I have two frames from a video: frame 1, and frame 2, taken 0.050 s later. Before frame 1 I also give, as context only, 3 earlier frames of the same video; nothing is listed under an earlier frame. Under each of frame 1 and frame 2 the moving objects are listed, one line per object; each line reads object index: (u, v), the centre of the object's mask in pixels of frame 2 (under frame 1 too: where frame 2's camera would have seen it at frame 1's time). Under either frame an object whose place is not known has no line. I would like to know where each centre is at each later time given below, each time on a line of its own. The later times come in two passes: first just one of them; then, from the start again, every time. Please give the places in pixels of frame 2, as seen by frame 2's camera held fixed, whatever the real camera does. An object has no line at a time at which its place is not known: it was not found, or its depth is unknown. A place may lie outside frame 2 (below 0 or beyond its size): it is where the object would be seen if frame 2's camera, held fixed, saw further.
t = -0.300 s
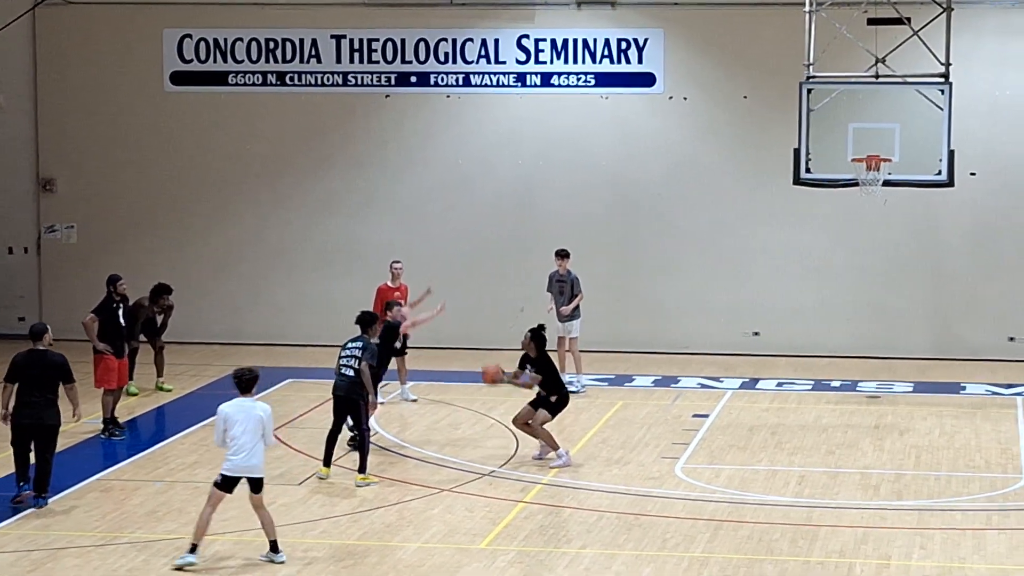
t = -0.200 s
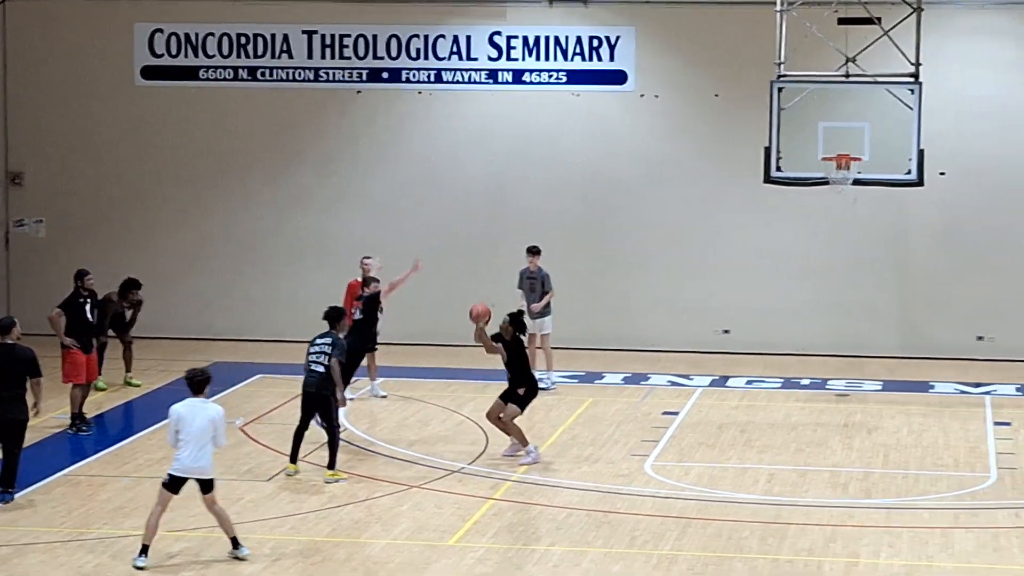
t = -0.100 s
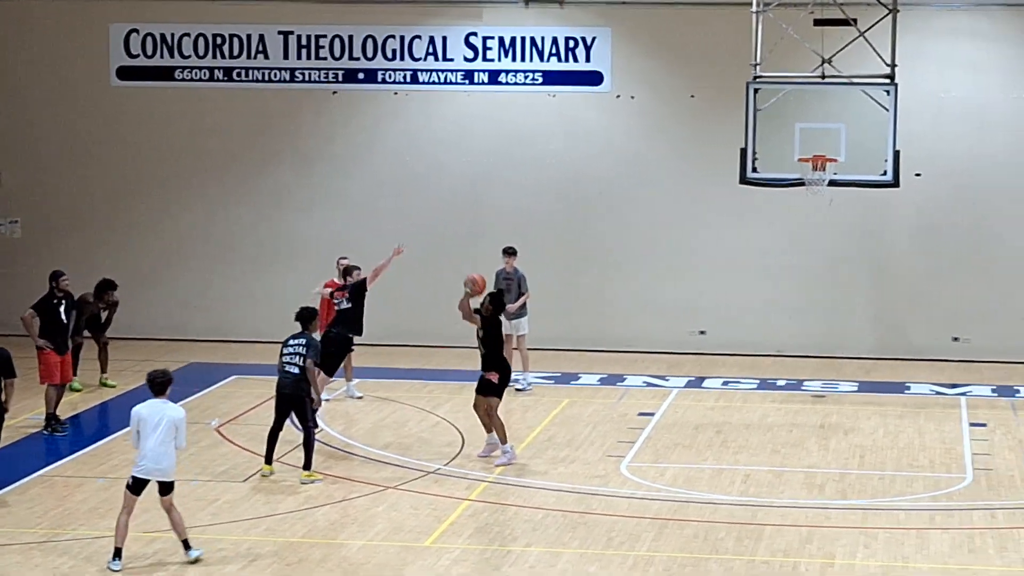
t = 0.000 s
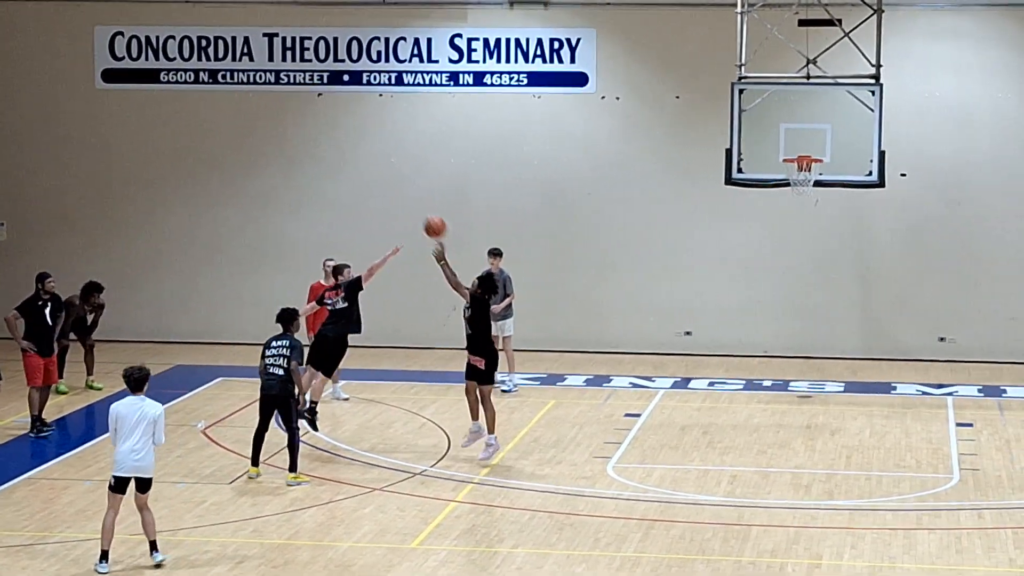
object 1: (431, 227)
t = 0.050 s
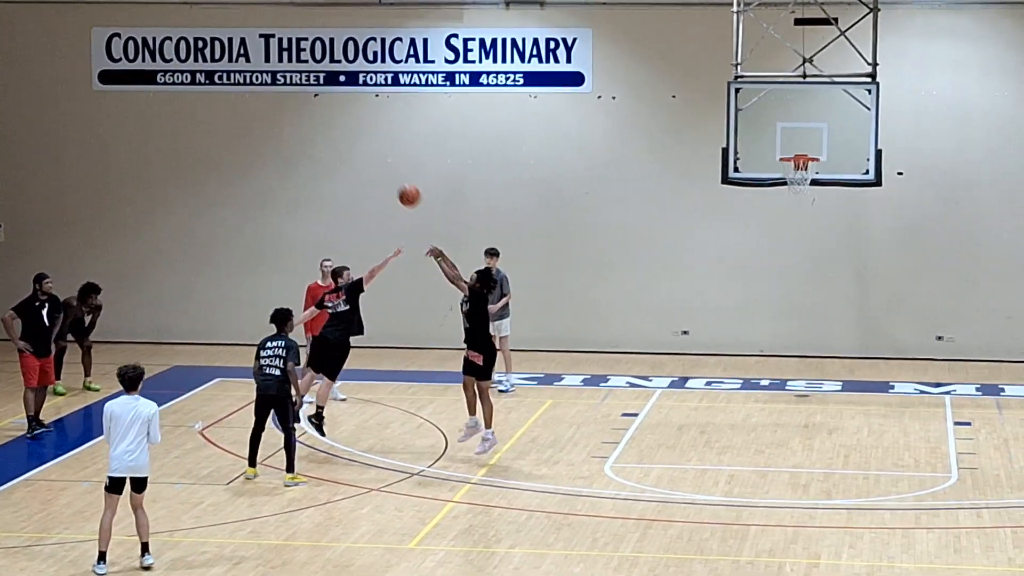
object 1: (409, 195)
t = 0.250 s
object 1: (319, 92)
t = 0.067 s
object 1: (402, 186)
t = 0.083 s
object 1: (394, 175)
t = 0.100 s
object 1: (387, 166)
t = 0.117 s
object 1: (380, 157)
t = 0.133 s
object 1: (372, 149)
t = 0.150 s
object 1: (365, 140)
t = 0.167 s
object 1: (358, 132)
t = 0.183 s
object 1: (350, 124)
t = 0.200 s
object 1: (342, 116)
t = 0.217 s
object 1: (335, 108)
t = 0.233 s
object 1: (326, 100)
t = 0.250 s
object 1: (319, 92)
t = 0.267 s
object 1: (310, 85)
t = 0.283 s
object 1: (304, 79)
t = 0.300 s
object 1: (295, 72)
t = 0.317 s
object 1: (288, 66)
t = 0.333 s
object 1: (279, 59)
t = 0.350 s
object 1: (272, 53)
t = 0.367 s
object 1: (265, 48)
